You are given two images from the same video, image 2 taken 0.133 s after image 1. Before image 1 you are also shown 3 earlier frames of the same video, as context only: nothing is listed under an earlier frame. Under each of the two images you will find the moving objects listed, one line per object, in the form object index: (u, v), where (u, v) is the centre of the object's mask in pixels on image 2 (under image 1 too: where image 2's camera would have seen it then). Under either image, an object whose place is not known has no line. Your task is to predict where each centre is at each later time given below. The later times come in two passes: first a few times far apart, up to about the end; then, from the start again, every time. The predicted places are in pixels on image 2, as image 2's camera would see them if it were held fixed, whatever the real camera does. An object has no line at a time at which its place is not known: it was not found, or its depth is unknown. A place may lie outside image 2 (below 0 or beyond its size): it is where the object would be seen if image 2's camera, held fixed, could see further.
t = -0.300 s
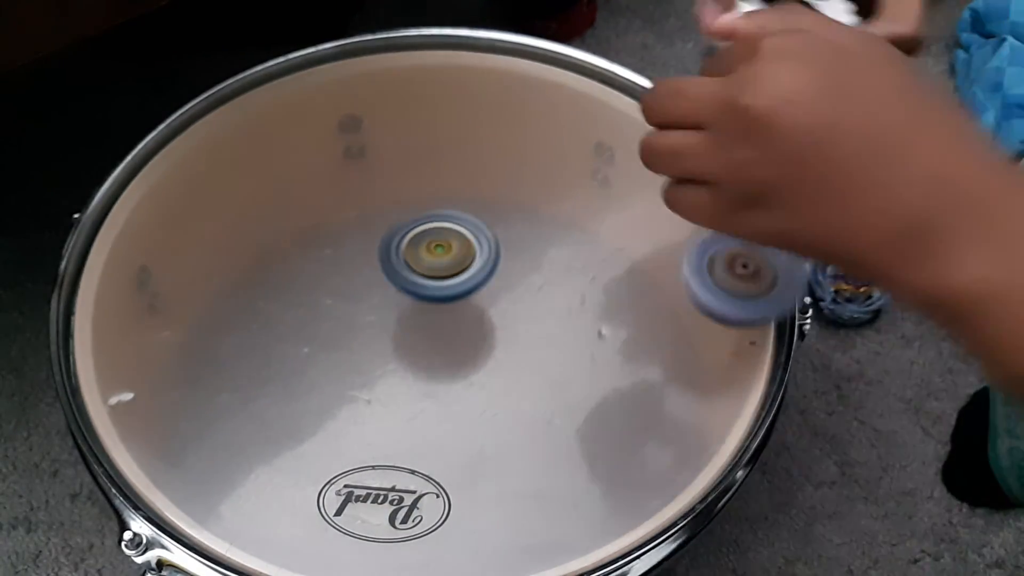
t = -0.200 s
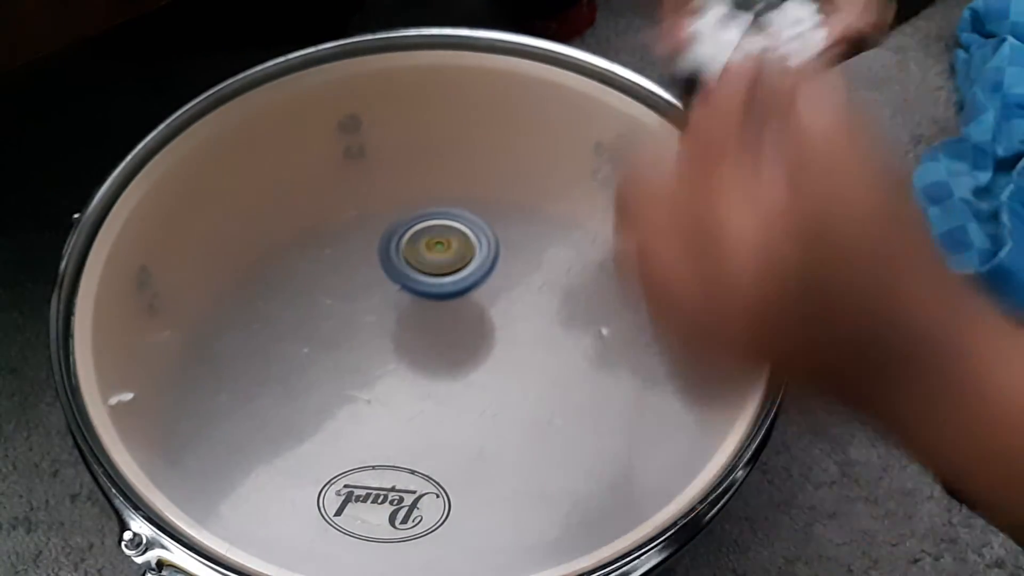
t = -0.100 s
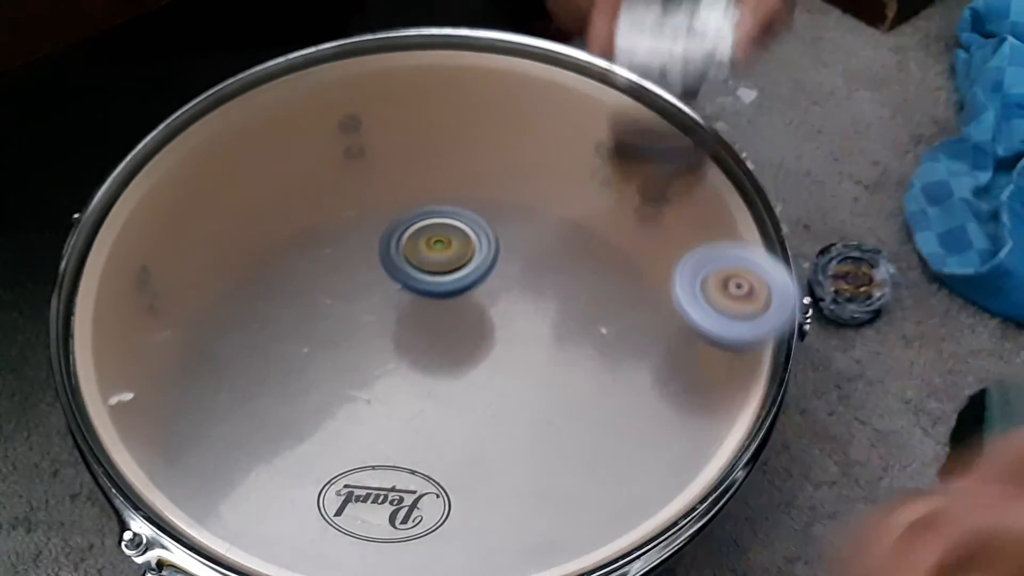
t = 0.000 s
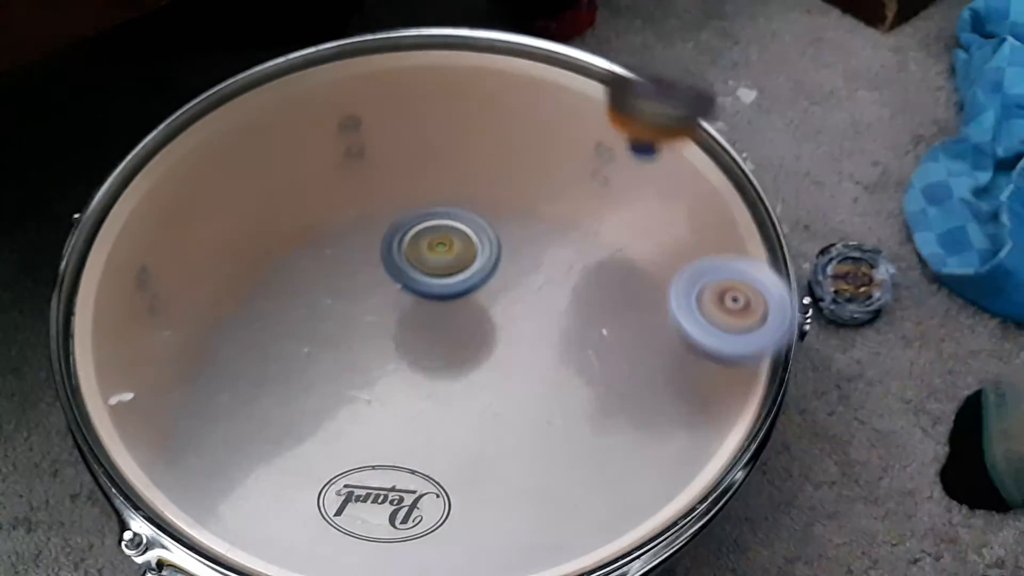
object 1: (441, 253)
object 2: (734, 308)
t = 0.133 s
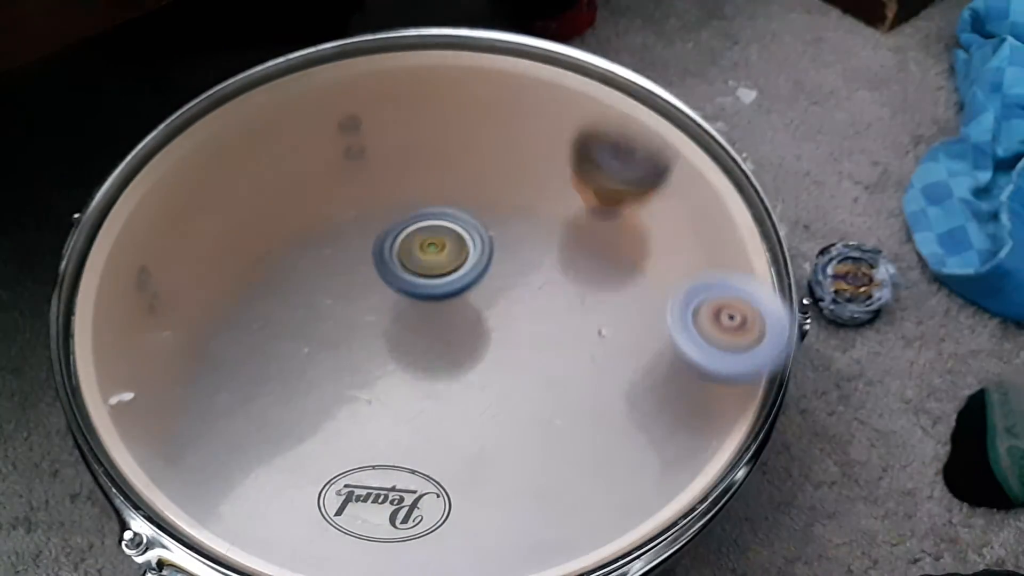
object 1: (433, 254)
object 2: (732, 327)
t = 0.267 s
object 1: (436, 250)
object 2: (728, 346)
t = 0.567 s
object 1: (426, 252)
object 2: (731, 398)
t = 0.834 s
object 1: (395, 266)
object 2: (706, 448)
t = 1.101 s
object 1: (372, 283)
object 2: (646, 489)
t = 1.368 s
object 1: (344, 299)
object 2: (591, 511)
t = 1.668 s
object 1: (317, 312)
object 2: (521, 529)
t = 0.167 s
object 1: (431, 251)
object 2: (730, 331)
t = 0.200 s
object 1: (432, 249)
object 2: (728, 337)
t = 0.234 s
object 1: (434, 249)
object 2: (728, 341)
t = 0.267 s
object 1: (436, 250)
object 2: (728, 346)
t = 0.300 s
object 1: (436, 252)
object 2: (727, 350)
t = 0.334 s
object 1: (436, 255)
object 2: (728, 355)
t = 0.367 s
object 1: (434, 255)
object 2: (728, 361)
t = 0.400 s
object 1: (432, 255)
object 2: (729, 367)
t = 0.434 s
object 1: (429, 255)
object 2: (730, 373)
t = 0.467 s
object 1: (425, 254)
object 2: (730, 380)
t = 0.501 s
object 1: (424, 253)
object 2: (730, 384)
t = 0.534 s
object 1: (425, 251)
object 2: (731, 392)
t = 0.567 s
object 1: (426, 252)
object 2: (731, 398)
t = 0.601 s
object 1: (425, 253)
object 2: (732, 404)
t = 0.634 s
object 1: (421, 255)
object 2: (734, 411)
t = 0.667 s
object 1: (417, 257)
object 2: (733, 418)
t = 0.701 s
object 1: (412, 258)
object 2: (733, 425)
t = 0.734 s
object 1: (407, 260)
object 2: (724, 429)
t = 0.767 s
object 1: (403, 262)
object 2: (718, 435)
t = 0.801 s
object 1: (399, 263)
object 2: (712, 442)
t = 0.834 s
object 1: (395, 266)
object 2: (706, 448)
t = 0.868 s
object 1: (392, 268)
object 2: (702, 457)
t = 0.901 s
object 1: (389, 270)
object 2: (691, 461)
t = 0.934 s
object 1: (387, 272)
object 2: (684, 467)
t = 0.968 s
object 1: (384, 274)
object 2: (677, 471)
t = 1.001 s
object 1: (381, 276)
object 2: (671, 477)
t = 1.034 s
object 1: (378, 279)
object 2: (661, 481)
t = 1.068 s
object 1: (375, 281)
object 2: (653, 484)
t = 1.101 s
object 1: (372, 283)
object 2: (646, 489)
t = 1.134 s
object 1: (368, 285)
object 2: (642, 493)
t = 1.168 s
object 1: (365, 287)
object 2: (633, 496)
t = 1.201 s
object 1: (362, 289)
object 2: (627, 498)
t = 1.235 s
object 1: (358, 291)
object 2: (619, 502)
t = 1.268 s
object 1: (355, 293)
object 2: (612, 505)
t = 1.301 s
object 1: (351, 295)
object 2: (603, 507)
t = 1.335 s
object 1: (347, 297)
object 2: (597, 509)
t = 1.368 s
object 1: (344, 299)
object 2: (591, 511)
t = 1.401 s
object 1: (340, 301)
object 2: (585, 515)
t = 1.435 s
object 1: (337, 302)
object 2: (574, 517)
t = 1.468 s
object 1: (334, 304)
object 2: (568, 520)
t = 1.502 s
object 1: (332, 305)
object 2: (561, 520)
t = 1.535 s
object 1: (329, 307)
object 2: (554, 522)
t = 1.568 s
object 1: (326, 309)
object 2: (547, 524)
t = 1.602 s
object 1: (323, 310)
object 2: (535, 528)
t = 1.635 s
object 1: (320, 311)
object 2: (526, 528)
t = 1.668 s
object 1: (317, 312)
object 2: (521, 529)
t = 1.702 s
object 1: (314, 313)
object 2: (511, 533)
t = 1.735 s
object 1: (312, 314)
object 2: (501, 531)
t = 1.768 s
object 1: (309, 315)
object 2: (487, 533)
